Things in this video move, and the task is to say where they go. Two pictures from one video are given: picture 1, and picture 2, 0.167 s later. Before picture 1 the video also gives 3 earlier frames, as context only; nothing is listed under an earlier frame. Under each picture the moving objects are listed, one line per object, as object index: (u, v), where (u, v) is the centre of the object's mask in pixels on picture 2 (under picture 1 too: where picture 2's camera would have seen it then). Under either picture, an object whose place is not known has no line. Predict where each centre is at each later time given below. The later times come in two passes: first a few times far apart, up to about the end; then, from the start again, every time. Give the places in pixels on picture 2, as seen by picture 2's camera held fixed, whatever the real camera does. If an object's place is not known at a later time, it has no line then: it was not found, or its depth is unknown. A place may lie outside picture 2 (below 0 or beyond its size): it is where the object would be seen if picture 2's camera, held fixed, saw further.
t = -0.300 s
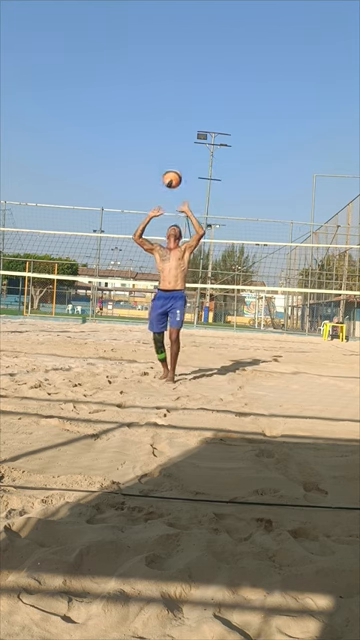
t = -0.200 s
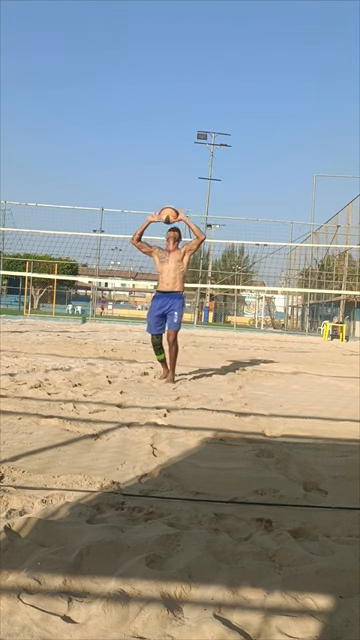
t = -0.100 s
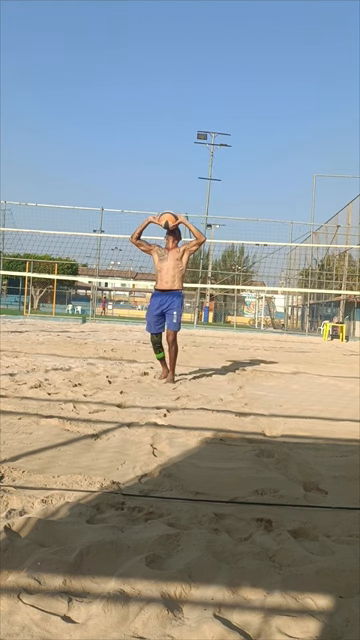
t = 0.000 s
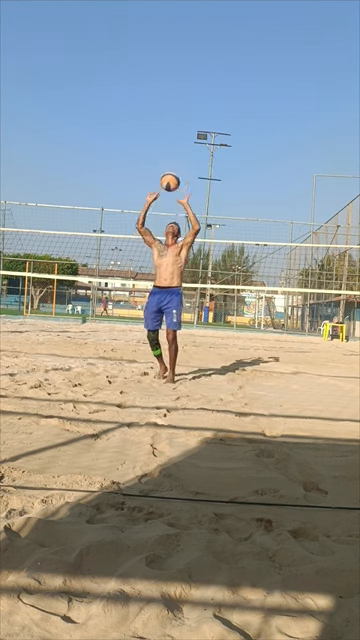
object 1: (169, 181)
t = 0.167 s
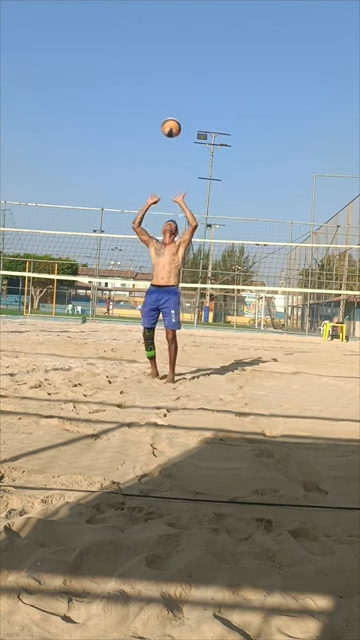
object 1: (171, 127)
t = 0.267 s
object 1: (171, 107)
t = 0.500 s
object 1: (169, 93)
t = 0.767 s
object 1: (165, 137)
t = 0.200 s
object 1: (171, 120)
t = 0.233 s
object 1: (171, 112)
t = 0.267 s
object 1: (171, 107)
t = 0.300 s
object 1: (171, 102)
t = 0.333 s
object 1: (171, 98)
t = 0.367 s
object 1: (170, 95)
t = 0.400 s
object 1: (170, 93)
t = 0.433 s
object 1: (170, 92)
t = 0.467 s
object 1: (170, 92)
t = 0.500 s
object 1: (169, 93)
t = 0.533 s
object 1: (169, 95)
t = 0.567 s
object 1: (168, 98)
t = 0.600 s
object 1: (168, 102)
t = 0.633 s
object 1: (167, 107)
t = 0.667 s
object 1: (167, 113)
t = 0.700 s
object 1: (166, 120)
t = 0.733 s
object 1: (166, 128)
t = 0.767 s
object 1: (165, 137)
